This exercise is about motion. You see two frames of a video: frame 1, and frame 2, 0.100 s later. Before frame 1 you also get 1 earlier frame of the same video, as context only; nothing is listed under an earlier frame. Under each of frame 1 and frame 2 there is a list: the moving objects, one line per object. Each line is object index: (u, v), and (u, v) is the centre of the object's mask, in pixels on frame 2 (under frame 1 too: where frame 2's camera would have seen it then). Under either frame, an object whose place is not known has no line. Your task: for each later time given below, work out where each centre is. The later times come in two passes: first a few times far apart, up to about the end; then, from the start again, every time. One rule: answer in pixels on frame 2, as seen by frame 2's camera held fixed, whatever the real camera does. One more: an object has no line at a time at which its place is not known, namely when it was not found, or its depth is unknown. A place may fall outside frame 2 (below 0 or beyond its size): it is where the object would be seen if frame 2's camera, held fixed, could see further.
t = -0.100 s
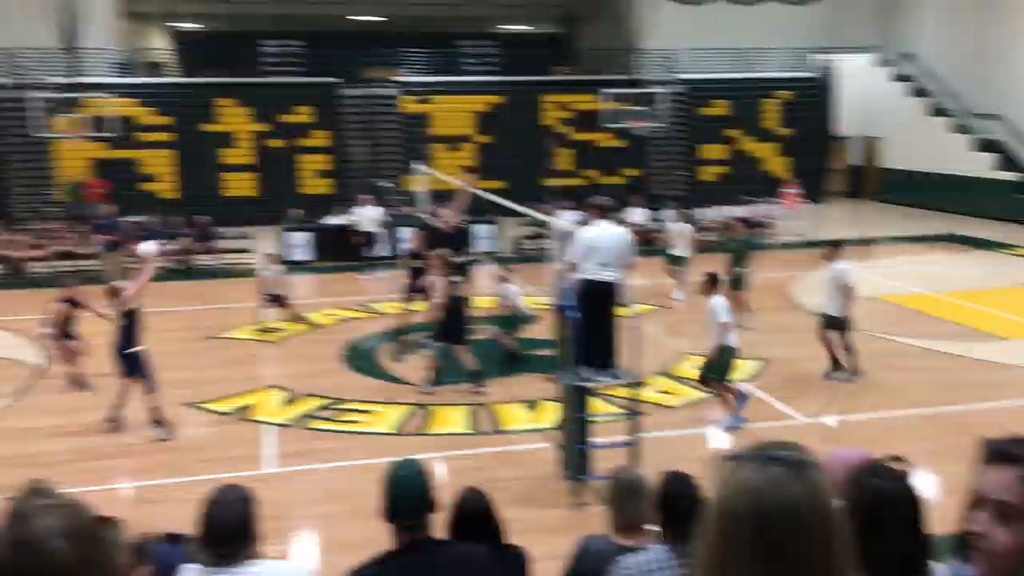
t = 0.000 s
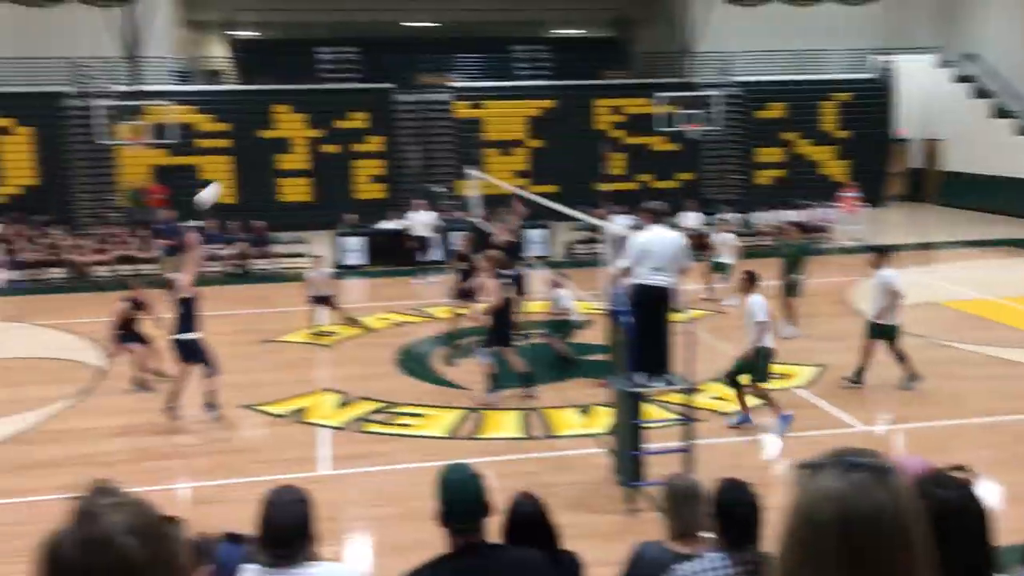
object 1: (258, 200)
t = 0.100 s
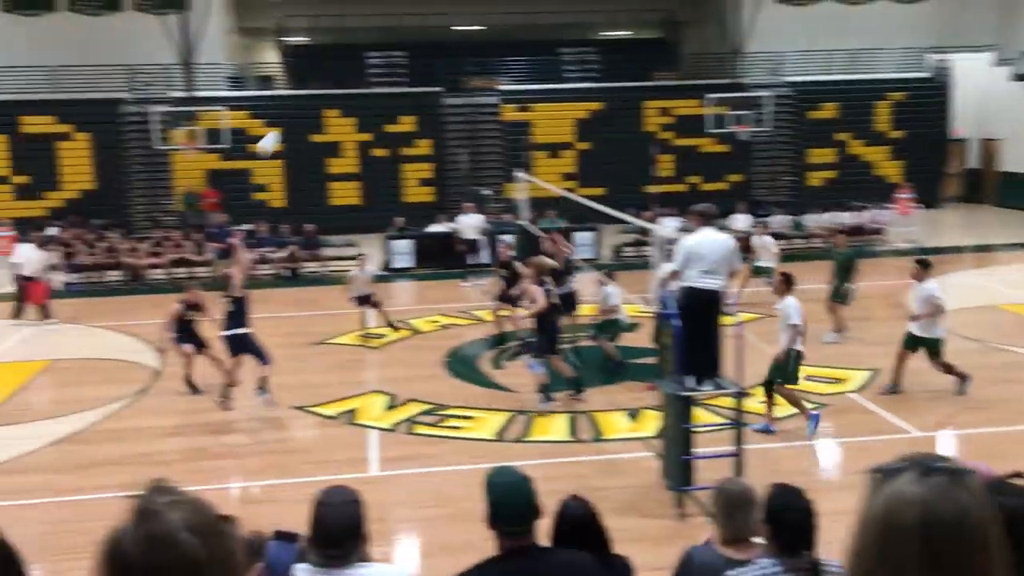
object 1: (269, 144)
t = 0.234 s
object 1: (283, 81)
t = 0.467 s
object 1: (302, 17)
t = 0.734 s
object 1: (328, 0)
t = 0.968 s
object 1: (351, 28)
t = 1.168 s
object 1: (370, 80)
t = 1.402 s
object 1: (392, 171)
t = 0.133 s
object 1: (273, 128)
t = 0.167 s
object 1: (276, 112)
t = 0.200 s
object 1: (279, 98)
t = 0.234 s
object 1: (283, 81)
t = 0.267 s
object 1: (285, 70)
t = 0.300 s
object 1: (288, 59)
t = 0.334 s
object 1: (290, 50)
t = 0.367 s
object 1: (293, 40)
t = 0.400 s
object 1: (296, 30)
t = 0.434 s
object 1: (299, 24)
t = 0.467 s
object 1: (302, 17)
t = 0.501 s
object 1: (305, 12)
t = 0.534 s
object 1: (308, 8)
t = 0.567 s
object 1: (311, 4)
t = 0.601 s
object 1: (315, 2)
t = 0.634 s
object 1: (318, 1)
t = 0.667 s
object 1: (321, 0)
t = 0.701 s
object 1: (325, 0)
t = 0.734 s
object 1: (328, 0)
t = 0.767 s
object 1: (331, 1)
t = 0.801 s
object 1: (334, 4)
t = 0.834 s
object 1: (338, 7)
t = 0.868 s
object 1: (341, 11)
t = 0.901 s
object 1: (344, 16)
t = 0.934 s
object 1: (348, 21)
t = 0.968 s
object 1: (351, 28)
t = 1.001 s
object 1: (354, 35)
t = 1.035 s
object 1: (357, 43)
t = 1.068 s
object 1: (360, 52)
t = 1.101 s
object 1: (364, 61)
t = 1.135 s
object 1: (367, 71)
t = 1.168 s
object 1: (370, 80)
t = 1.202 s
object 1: (373, 93)
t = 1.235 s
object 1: (376, 104)
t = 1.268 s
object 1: (379, 117)
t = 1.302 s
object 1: (383, 130)
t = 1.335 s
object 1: (386, 142)
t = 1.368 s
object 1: (389, 157)
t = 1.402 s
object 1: (392, 171)
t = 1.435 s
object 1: (395, 186)
